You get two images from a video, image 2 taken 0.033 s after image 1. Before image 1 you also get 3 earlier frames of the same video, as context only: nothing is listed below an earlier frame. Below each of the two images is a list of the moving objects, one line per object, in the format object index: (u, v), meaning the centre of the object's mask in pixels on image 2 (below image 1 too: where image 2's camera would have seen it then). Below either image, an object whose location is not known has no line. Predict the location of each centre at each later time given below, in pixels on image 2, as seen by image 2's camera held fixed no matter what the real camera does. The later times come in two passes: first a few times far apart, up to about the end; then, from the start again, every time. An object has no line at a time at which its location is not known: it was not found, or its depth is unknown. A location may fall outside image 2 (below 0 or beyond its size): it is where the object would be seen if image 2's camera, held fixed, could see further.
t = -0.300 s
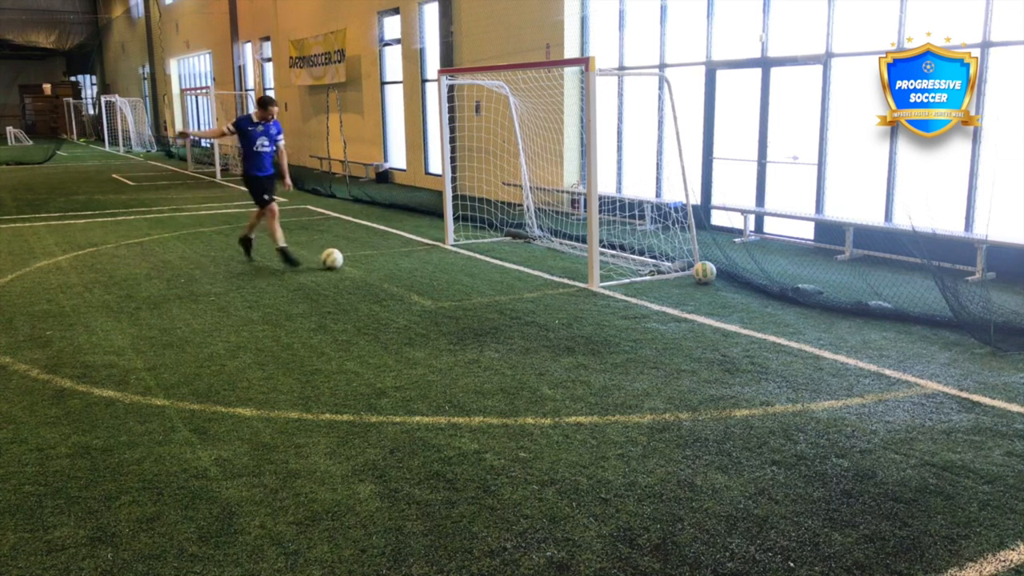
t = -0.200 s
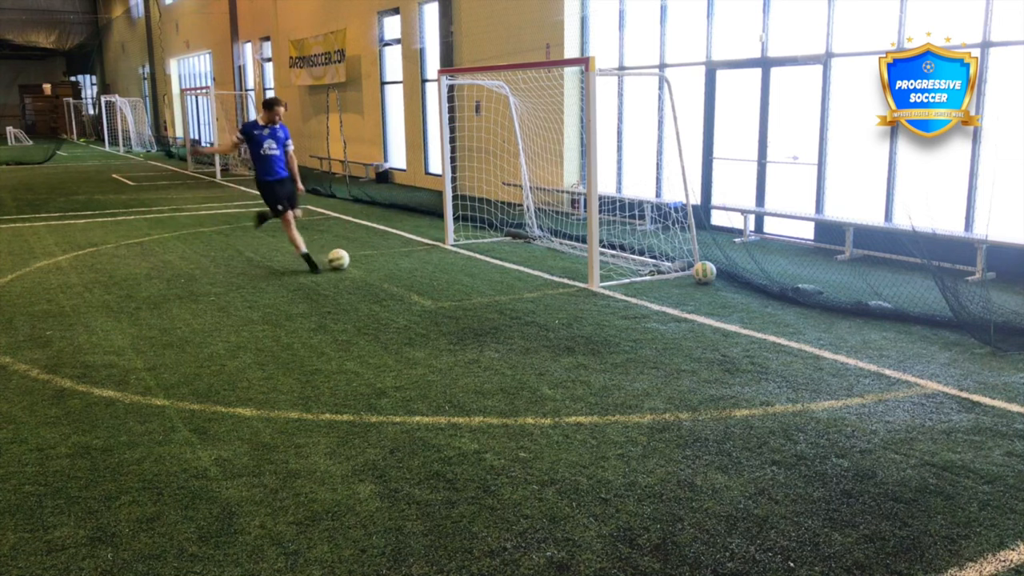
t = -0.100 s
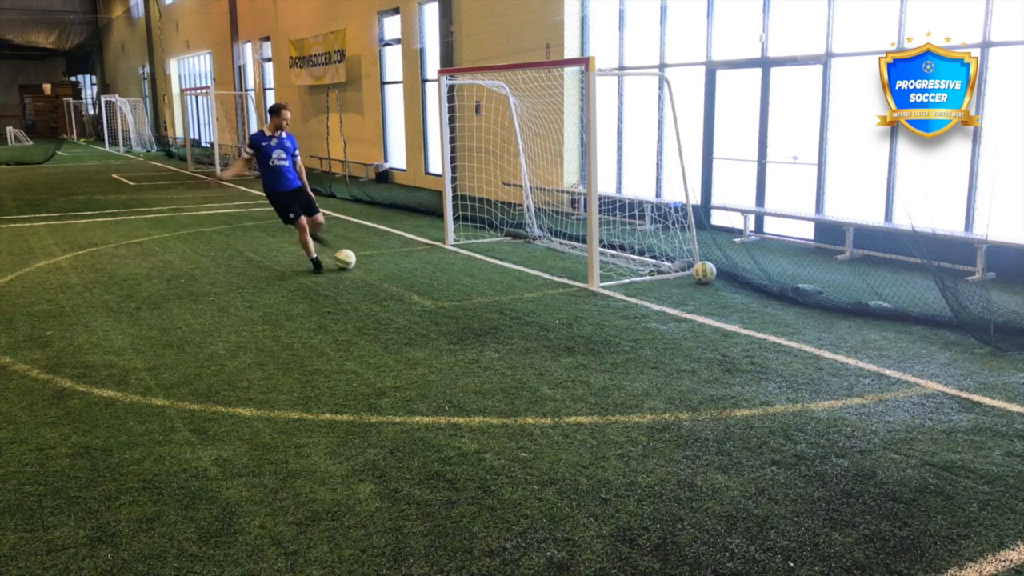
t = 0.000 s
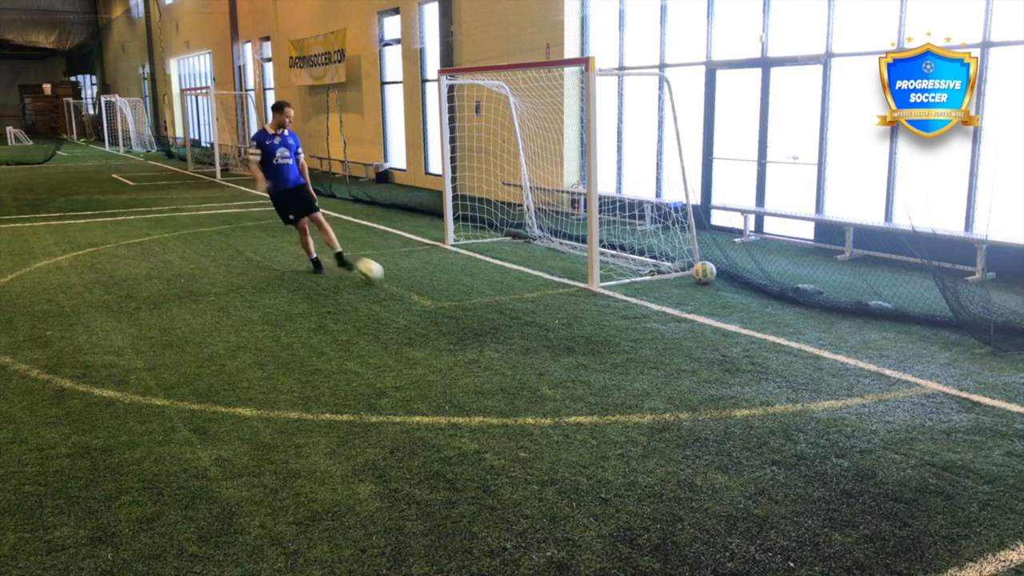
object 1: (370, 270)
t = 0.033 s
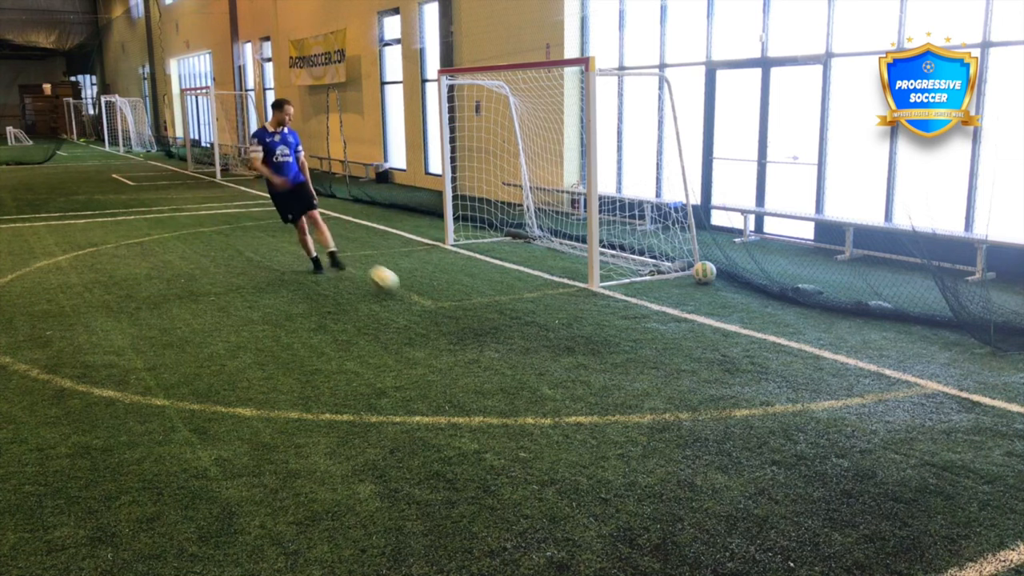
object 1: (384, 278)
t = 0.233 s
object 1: (507, 361)
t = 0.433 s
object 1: (802, 556)
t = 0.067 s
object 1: (399, 289)
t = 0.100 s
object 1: (416, 301)
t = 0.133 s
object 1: (436, 317)
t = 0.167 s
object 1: (456, 332)
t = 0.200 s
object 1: (480, 344)
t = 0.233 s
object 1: (507, 361)
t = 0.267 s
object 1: (539, 385)
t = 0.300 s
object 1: (577, 412)
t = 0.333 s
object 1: (621, 449)
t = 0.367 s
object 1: (676, 488)
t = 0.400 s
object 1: (737, 523)
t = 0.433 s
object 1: (802, 556)
